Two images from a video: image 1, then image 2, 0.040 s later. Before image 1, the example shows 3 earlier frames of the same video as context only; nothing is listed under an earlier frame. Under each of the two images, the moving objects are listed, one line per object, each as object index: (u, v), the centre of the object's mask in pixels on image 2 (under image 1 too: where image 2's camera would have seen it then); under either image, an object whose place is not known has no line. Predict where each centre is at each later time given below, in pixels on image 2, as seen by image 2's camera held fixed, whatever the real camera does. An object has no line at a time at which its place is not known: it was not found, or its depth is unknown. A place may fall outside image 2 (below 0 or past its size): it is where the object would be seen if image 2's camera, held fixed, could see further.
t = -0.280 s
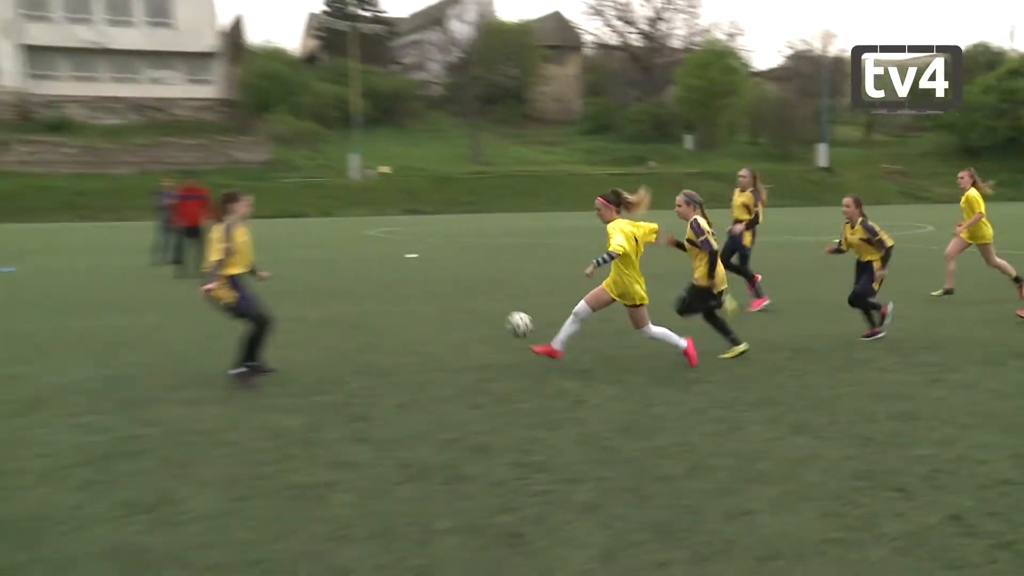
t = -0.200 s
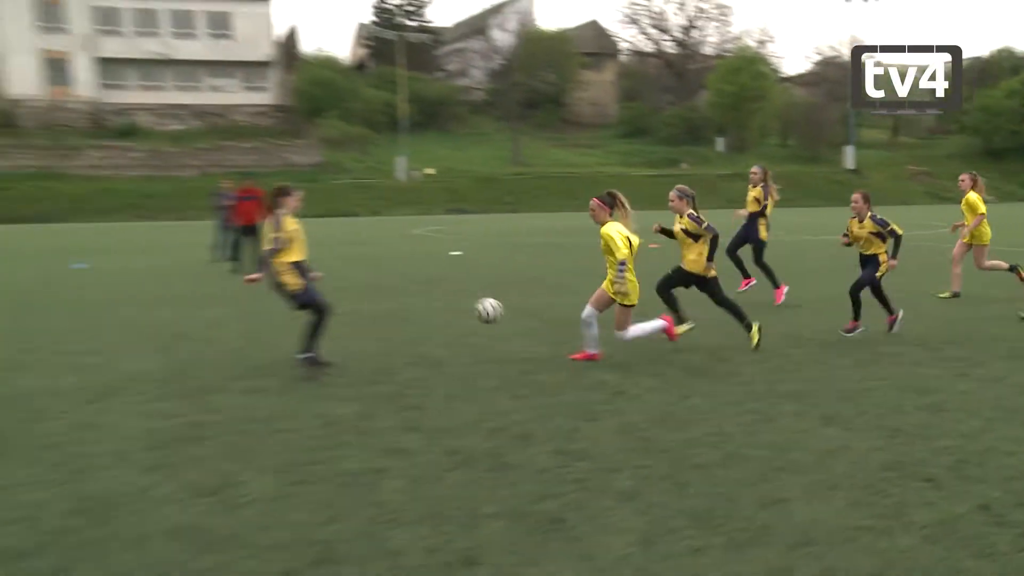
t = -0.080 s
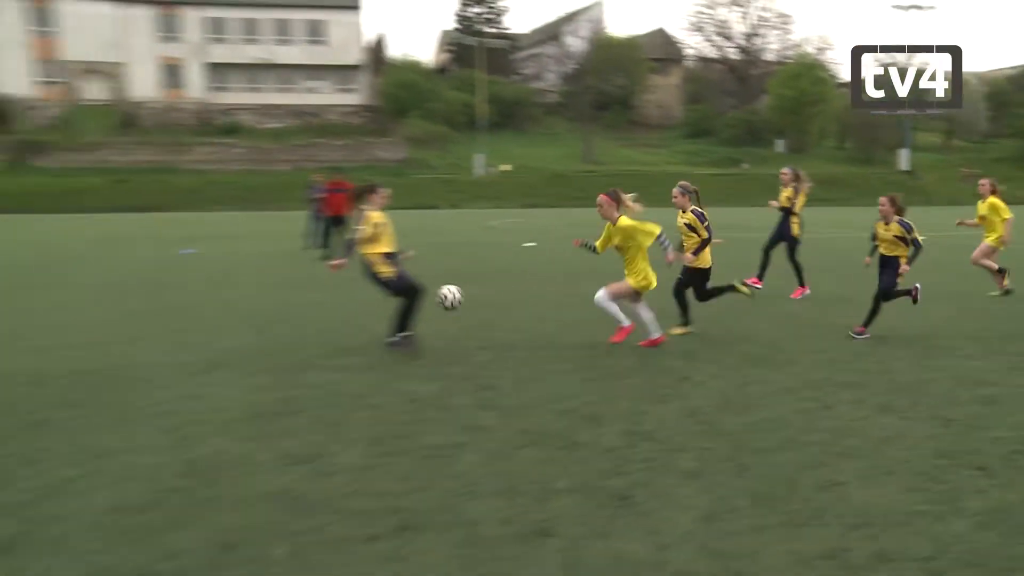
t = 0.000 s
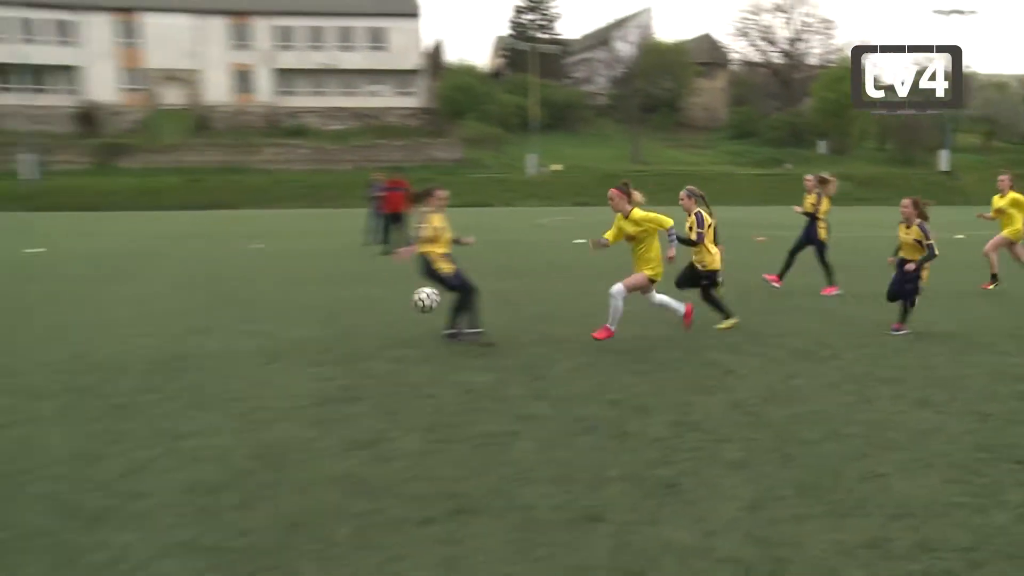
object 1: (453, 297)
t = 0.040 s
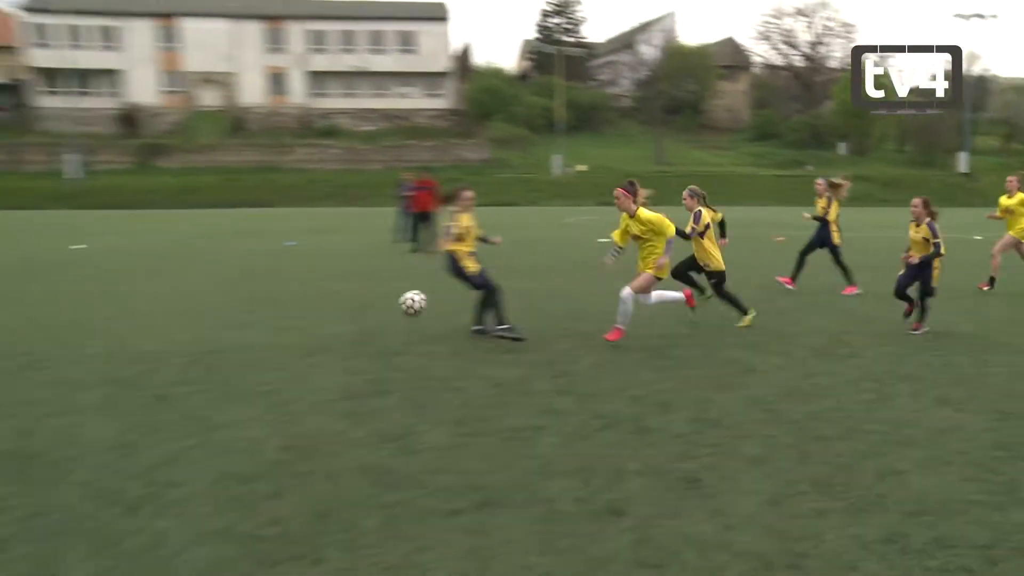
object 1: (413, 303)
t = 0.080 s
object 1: (371, 311)
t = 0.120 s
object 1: (327, 322)
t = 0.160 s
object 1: (283, 336)
